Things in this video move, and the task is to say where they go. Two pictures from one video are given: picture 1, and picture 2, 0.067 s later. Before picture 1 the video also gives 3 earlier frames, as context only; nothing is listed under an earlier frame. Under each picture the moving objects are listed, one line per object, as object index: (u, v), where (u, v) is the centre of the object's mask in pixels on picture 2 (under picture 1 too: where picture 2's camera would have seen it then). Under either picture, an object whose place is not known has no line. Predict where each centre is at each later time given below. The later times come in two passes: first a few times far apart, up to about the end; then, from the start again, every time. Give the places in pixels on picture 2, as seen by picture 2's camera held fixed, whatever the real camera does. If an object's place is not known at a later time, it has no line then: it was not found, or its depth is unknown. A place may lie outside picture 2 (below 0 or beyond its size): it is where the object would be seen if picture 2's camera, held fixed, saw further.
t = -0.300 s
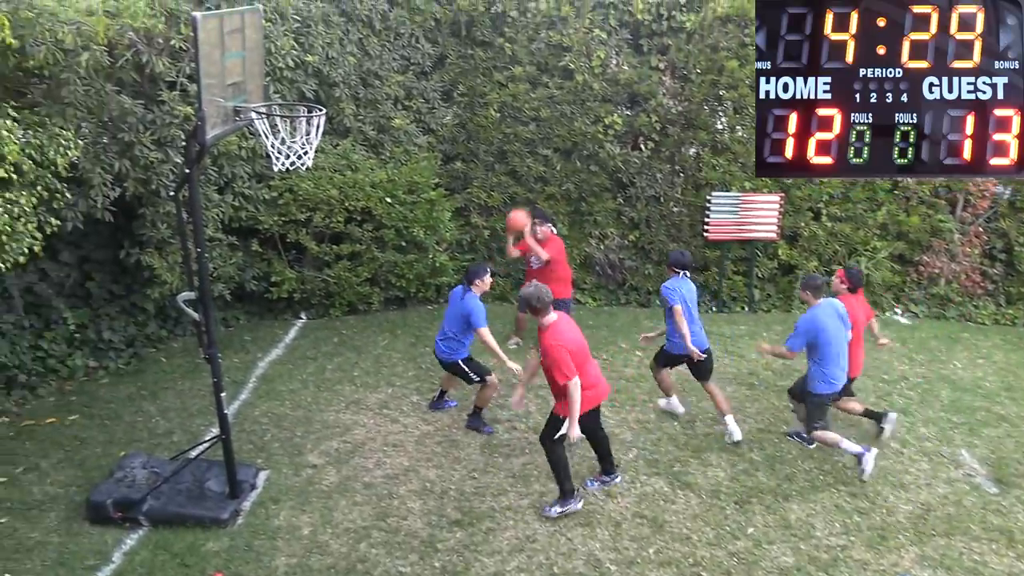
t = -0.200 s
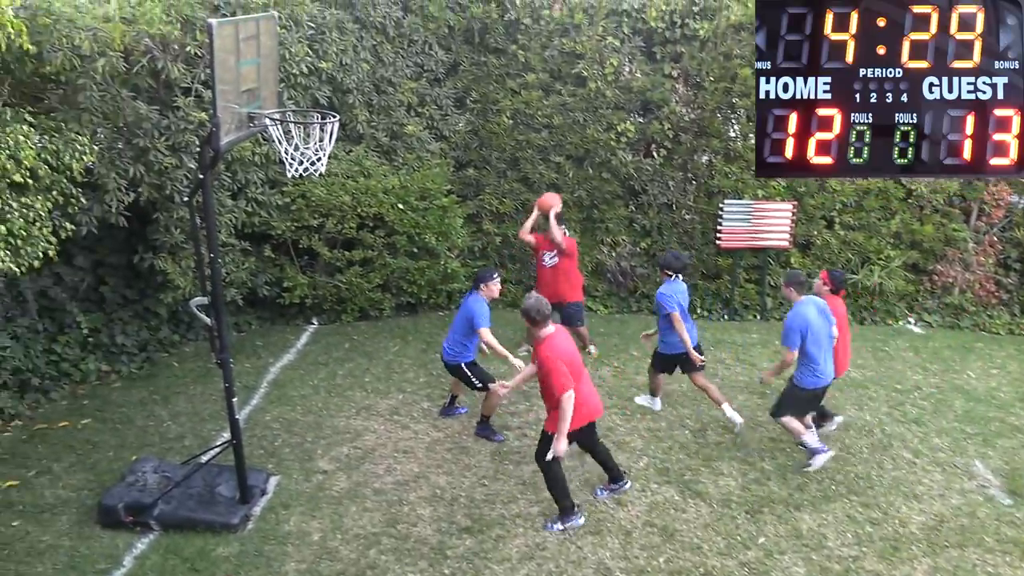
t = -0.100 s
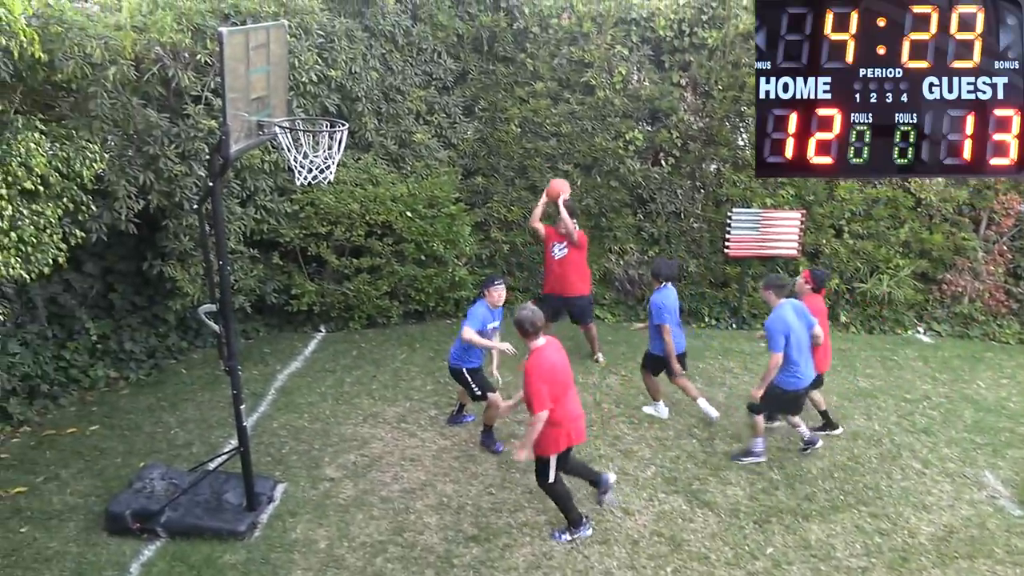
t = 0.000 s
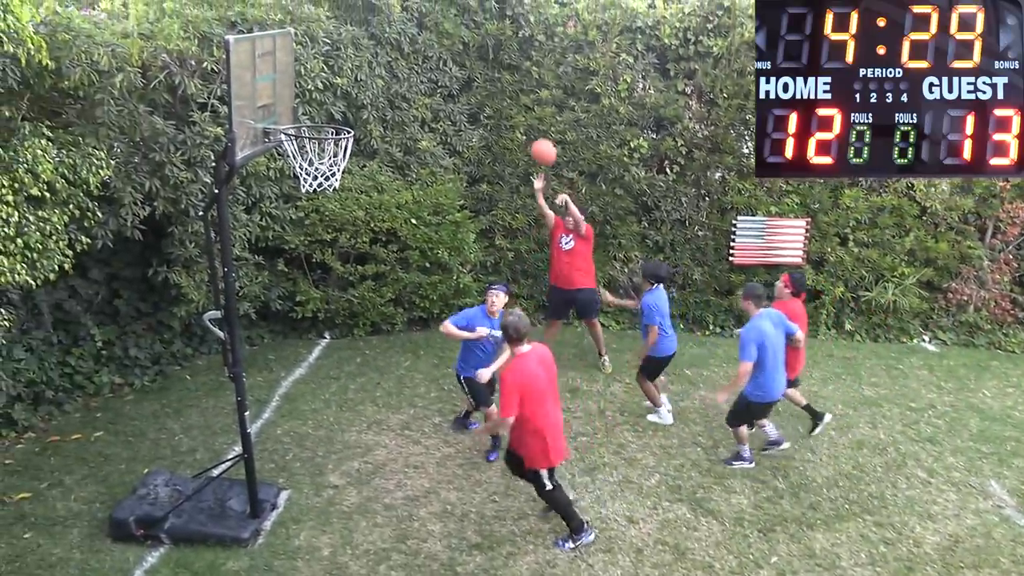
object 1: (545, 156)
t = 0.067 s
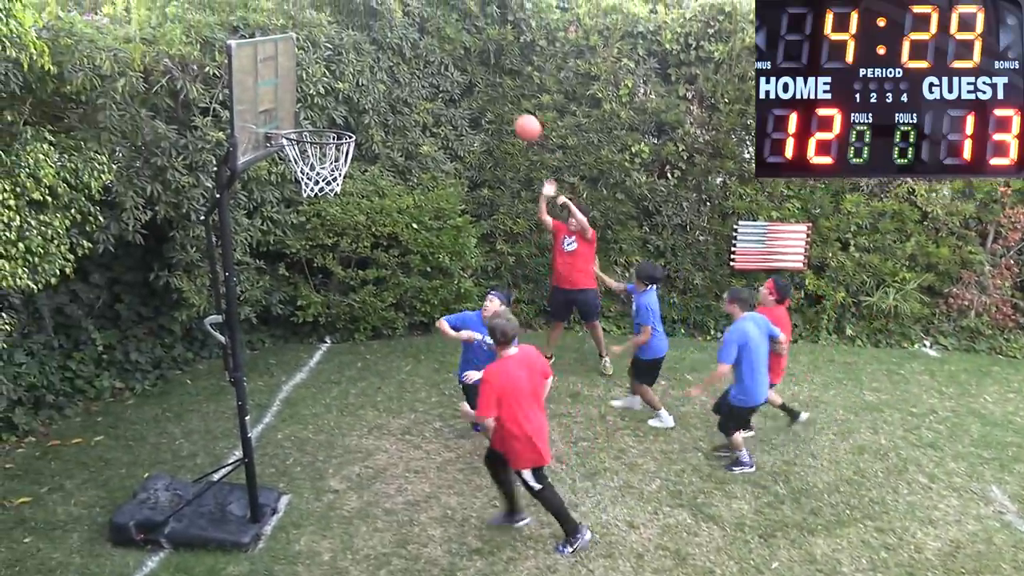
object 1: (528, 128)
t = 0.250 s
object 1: (473, 63)
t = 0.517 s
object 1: (378, 28)
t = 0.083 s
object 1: (523, 121)
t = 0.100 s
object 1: (518, 114)
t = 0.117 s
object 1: (514, 109)
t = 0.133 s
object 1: (509, 102)
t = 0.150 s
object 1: (504, 96)
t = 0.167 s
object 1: (500, 89)
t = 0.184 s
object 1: (494, 84)
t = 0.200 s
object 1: (489, 79)
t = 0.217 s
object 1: (484, 73)
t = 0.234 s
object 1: (479, 68)
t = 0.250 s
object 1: (473, 63)
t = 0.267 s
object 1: (468, 59)
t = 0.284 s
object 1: (463, 54)
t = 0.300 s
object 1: (457, 50)
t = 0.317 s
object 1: (452, 46)
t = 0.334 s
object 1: (446, 43)
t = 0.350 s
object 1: (440, 40)
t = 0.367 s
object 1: (434, 38)
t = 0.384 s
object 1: (428, 35)
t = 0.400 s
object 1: (422, 33)
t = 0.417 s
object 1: (416, 31)
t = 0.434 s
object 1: (410, 30)
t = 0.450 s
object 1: (403, 29)
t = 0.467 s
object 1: (398, 28)
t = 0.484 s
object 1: (391, 27)
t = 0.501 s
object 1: (385, 27)
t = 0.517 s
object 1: (378, 28)
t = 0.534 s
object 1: (371, 29)
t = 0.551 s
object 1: (365, 29)
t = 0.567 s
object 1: (358, 31)
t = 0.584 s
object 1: (352, 32)
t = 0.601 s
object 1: (345, 35)
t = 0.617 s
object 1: (338, 37)
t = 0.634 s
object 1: (331, 41)
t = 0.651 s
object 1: (324, 44)
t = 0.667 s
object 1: (316, 48)
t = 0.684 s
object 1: (309, 54)
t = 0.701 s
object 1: (303, 58)
